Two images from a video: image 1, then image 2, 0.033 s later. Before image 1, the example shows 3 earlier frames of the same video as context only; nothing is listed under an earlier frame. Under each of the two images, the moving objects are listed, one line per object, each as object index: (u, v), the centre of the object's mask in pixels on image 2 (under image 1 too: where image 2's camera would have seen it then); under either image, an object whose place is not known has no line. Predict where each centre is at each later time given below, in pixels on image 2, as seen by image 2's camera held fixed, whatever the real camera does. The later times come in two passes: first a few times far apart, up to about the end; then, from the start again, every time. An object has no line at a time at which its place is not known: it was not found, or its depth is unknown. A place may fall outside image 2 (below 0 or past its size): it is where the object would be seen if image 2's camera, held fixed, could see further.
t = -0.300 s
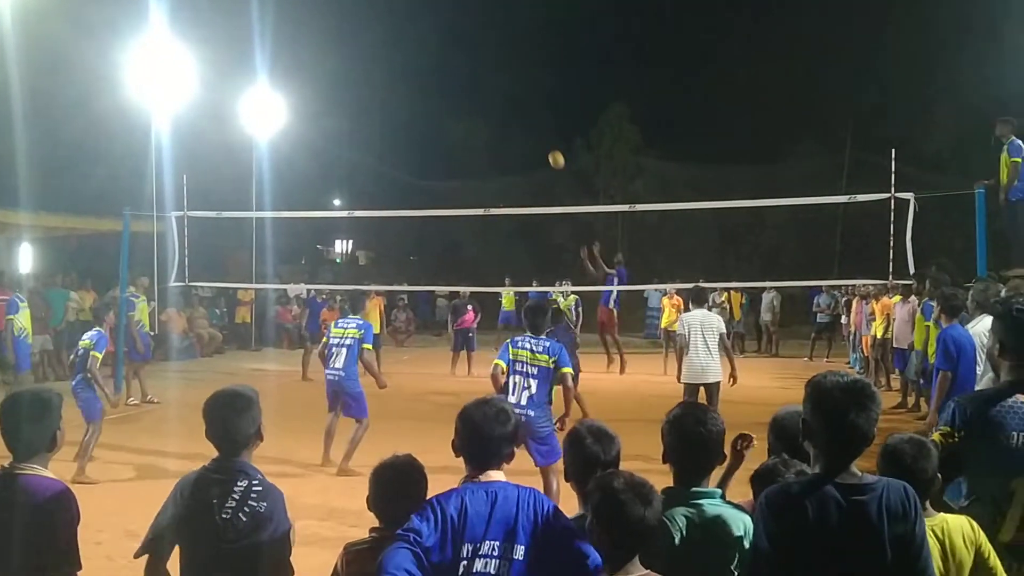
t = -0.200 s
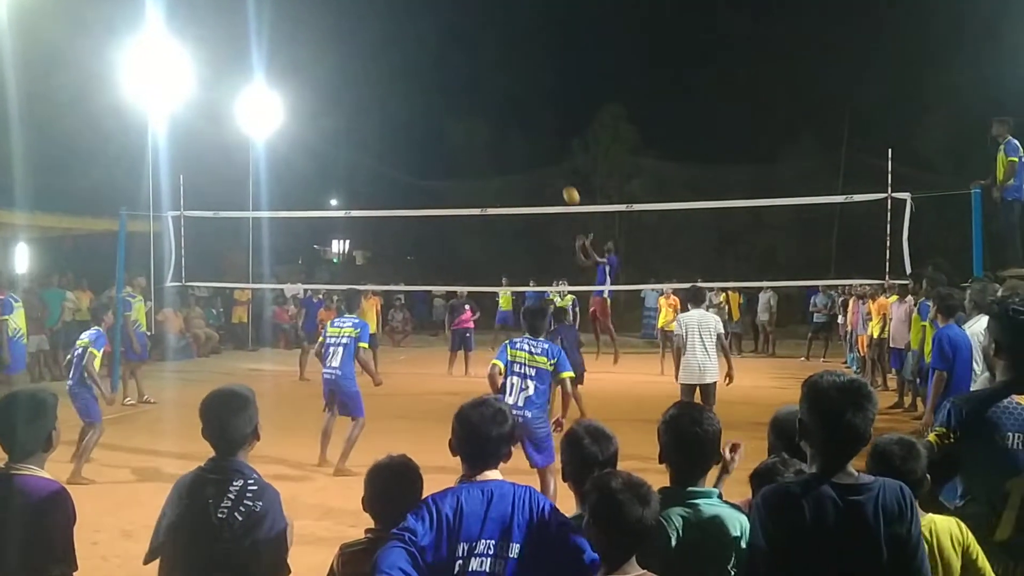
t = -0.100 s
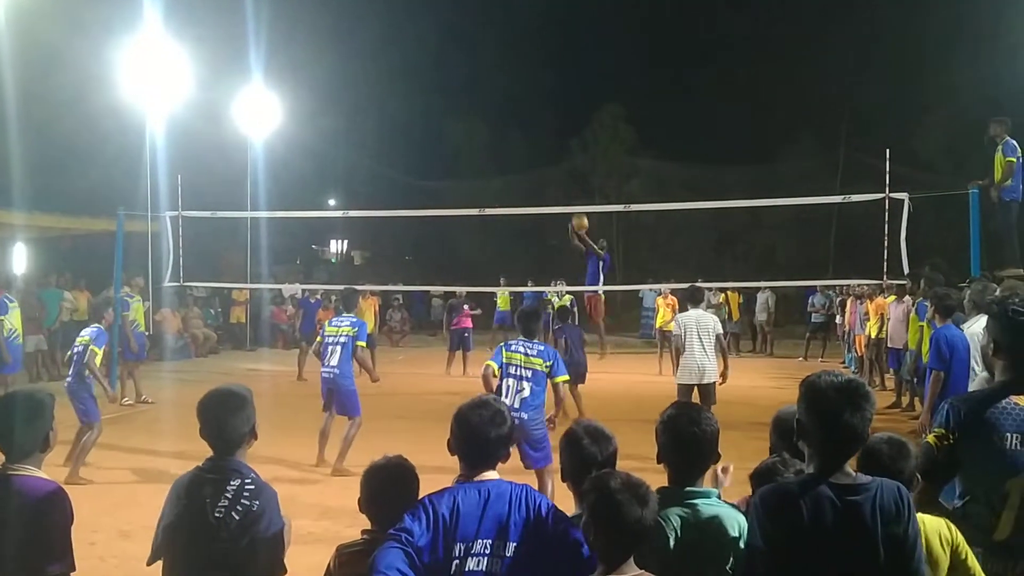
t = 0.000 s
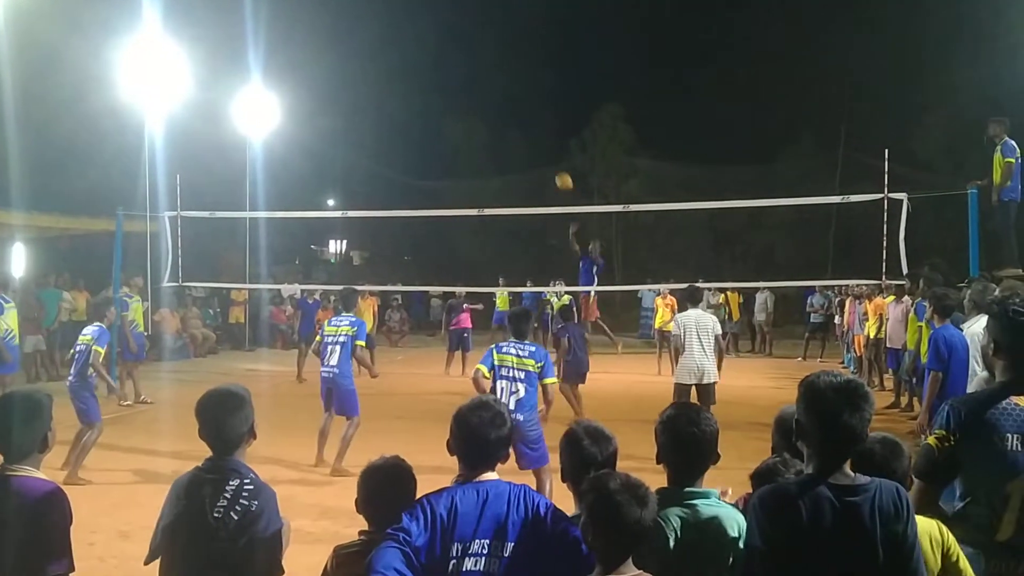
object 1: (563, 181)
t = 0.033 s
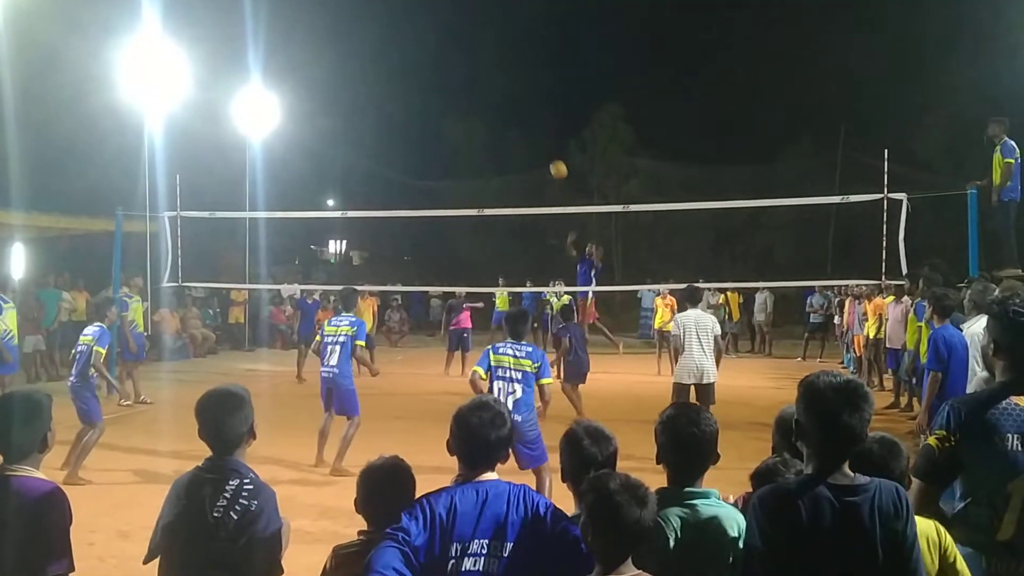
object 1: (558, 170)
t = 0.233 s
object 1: (524, 104)
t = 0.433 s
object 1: (484, 59)
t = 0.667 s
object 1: (430, 45)
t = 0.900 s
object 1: (360, 91)
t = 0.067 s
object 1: (552, 157)
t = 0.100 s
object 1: (547, 145)
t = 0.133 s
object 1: (541, 134)
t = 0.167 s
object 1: (536, 124)
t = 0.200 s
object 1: (530, 113)
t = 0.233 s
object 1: (524, 104)
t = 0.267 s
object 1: (518, 95)
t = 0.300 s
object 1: (511, 86)
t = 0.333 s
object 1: (505, 78)
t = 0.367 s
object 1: (498, 71)
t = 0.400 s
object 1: (492, 64)
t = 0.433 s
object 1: (484, 59)
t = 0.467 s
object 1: (477, 55)
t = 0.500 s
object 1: (470, 51)
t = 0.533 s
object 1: (462, 47)
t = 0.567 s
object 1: (455, 45)
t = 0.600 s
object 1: (447, 44)
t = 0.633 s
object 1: (439, 44)
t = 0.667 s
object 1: (430, 45)
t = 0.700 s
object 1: (421, 48)
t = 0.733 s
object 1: (412, 51)
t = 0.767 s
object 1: (402, 56)
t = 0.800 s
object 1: (393, 63)
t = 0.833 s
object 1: (382, 71)
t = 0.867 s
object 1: (372, 80)
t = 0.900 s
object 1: (360, 91)
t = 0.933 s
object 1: (349, 104)
